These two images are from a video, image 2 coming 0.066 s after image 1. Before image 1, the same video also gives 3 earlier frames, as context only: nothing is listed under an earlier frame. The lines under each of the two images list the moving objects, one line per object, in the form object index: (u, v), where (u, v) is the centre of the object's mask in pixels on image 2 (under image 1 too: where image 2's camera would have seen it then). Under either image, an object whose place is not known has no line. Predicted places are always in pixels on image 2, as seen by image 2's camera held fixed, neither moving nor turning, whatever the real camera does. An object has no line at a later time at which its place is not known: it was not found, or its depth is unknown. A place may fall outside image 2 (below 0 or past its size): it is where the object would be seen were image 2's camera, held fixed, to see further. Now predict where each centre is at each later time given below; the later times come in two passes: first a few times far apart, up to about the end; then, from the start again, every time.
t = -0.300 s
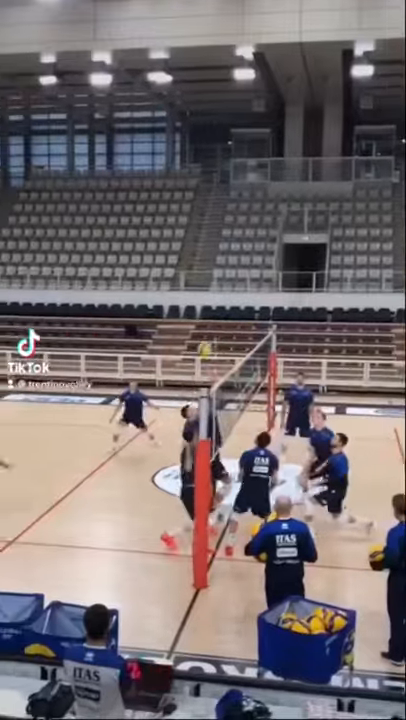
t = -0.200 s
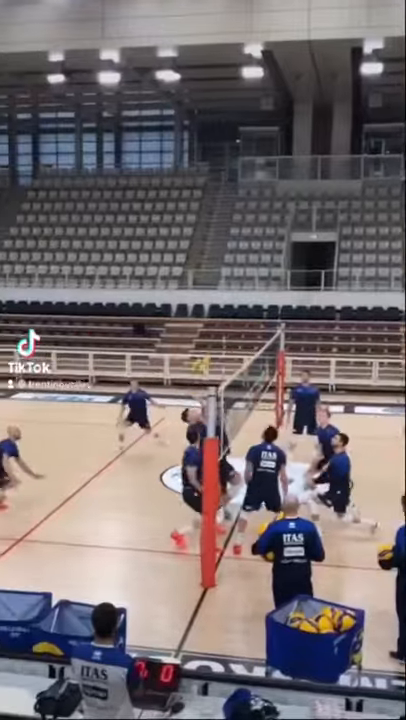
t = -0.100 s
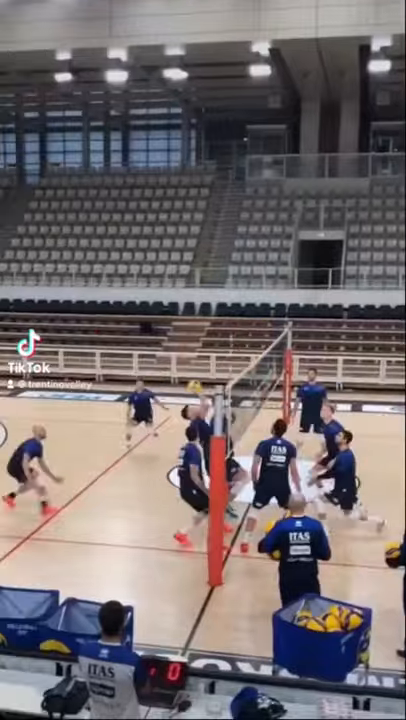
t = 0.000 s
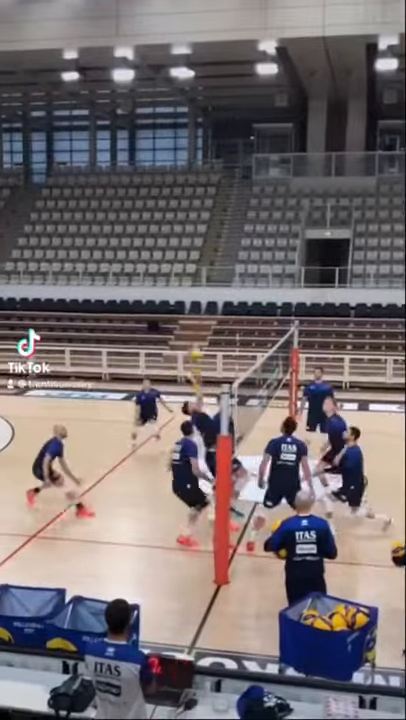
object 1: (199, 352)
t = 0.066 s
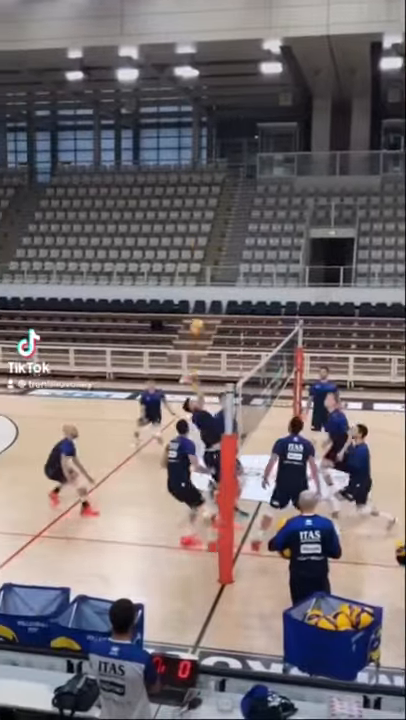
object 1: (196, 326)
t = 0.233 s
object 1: (190, 272)
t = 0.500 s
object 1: (182, 229)
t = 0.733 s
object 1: (177, 227)
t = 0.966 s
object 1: (169, 259)
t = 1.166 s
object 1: (162, 312)
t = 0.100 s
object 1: (196, 314)
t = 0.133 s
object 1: (192, 304)
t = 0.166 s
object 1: (191, 293)
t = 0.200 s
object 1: (191, 281)
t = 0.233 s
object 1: (190, 272)
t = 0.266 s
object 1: (191, 265)
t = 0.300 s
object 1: (190, 256)
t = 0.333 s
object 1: (188, 250)
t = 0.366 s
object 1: (187, 245)
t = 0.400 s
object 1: (185, 239)
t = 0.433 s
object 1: (184, 234)
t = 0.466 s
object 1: (183, 232)
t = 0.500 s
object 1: (182, 229)
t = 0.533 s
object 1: (181, 227)
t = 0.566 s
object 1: (181, 225)
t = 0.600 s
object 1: (180, 224)
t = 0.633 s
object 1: (179, 224)
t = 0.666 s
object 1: (179, 224)
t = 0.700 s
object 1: (178, 225)
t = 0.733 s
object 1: (177, 227)
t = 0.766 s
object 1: (175, 231)
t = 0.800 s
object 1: (173, 234)
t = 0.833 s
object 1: (172, 238)
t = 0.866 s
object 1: (170, 242)
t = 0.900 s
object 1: (170, 246)
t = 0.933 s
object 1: (171, 255)
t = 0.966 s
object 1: (169, 259)
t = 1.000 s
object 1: (168, 268)
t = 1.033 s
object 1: (167, 276)
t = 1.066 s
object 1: (166, 283)
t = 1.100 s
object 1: (165, 295)
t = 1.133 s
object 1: (164, 304)
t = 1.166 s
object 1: (162, 312)
